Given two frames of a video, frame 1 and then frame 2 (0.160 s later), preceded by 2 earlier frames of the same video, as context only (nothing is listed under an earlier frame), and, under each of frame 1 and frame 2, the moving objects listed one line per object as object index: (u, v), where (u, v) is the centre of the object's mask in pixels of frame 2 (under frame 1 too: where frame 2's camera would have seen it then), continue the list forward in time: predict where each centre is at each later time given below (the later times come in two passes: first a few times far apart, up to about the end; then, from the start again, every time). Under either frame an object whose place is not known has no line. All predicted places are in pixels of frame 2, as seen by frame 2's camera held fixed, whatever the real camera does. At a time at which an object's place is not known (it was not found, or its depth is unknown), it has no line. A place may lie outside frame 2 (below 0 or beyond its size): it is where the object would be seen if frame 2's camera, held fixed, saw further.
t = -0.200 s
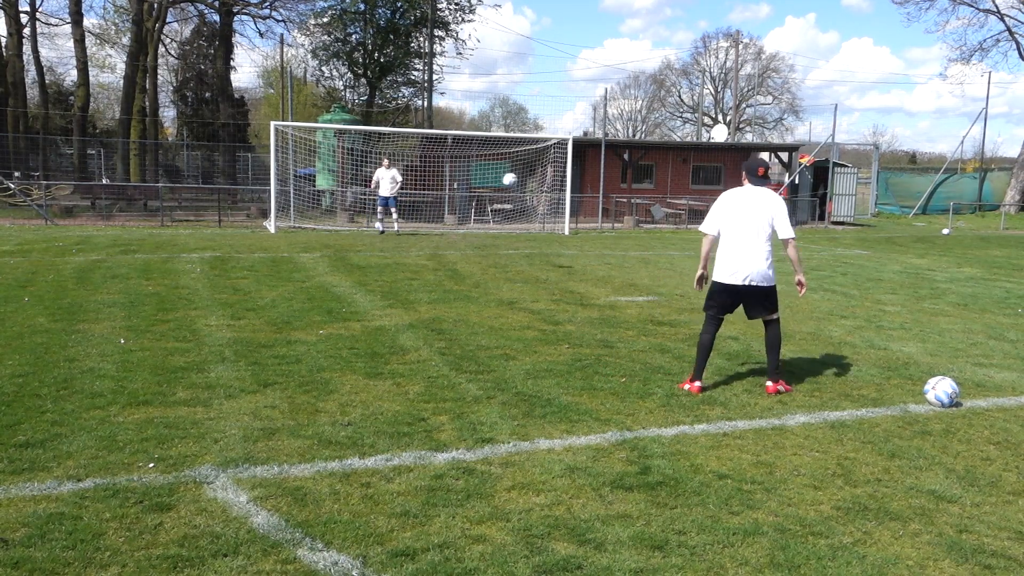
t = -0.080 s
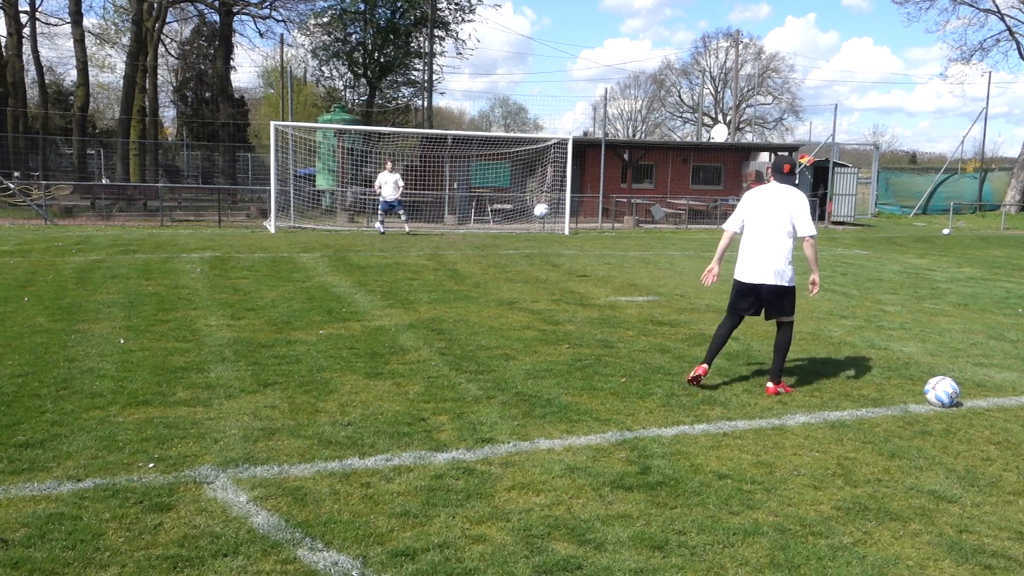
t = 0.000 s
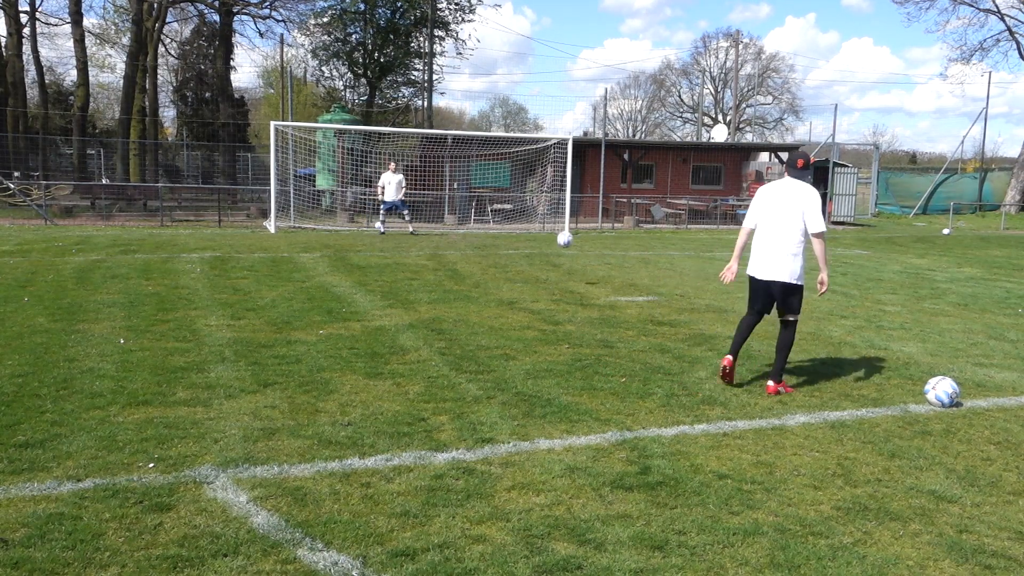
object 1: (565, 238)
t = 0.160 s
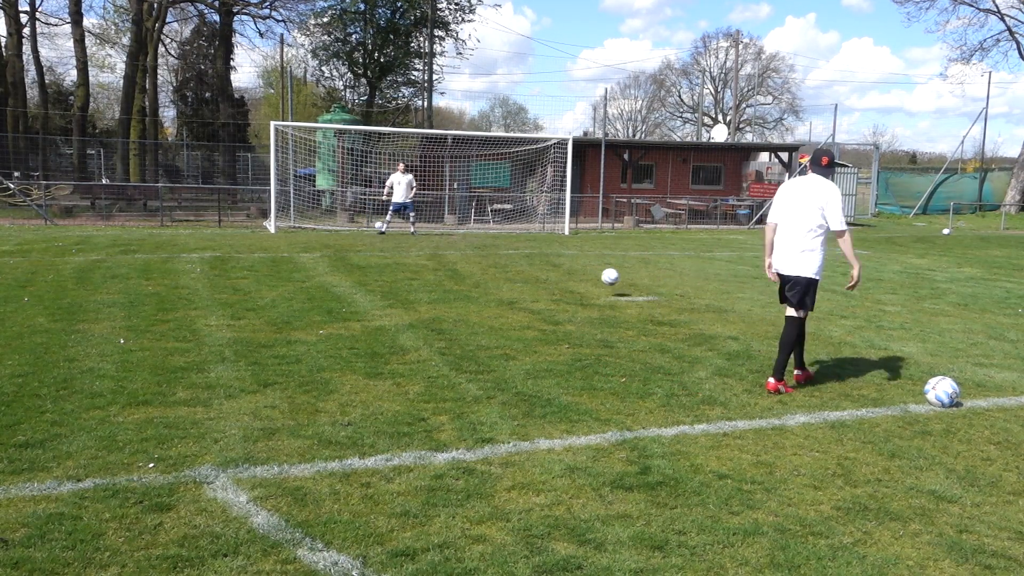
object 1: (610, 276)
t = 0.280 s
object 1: (633, 252)
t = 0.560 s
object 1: (690, 240)
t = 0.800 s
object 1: (739, 281)
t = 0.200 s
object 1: (618, 266)
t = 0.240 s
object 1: (625, 259)
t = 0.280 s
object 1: (633, 252)
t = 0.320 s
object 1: (641, 247)
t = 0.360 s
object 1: (649, 242)
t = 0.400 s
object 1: (657, 239)
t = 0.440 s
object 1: (665, 237)
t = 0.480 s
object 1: (673, 236)
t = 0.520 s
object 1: (682, 237)
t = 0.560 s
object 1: (690, 240)
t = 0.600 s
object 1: (698, 243)
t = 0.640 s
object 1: (707, 248)
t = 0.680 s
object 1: (714, 254)
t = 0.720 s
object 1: (723, 262)
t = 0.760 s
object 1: (731, 270)
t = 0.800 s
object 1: (739, 281)
